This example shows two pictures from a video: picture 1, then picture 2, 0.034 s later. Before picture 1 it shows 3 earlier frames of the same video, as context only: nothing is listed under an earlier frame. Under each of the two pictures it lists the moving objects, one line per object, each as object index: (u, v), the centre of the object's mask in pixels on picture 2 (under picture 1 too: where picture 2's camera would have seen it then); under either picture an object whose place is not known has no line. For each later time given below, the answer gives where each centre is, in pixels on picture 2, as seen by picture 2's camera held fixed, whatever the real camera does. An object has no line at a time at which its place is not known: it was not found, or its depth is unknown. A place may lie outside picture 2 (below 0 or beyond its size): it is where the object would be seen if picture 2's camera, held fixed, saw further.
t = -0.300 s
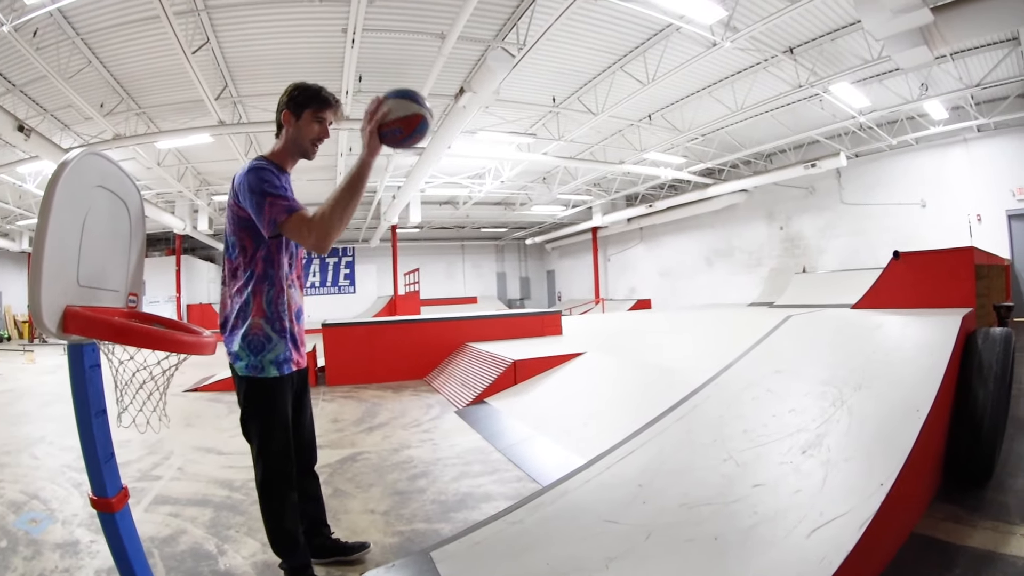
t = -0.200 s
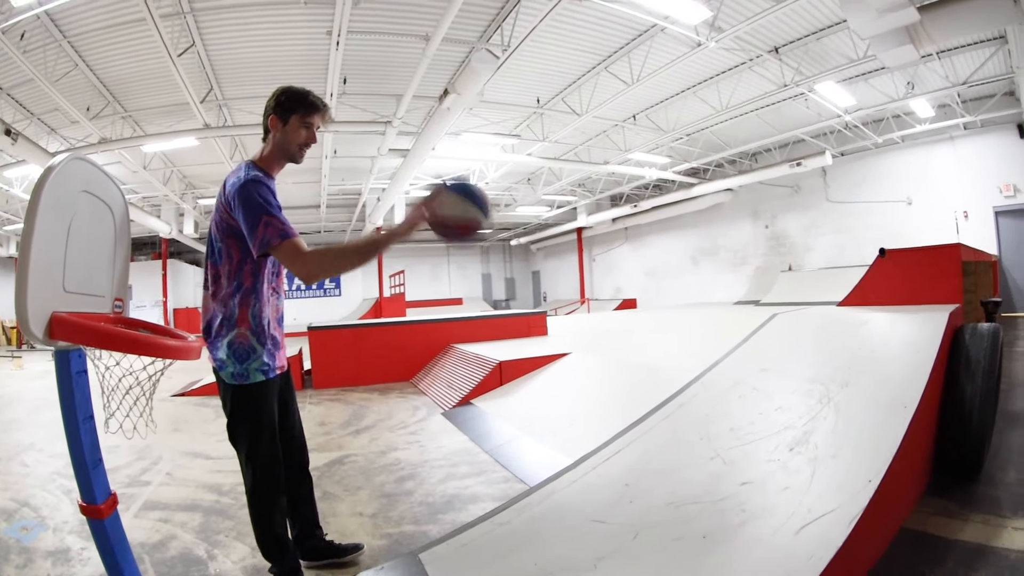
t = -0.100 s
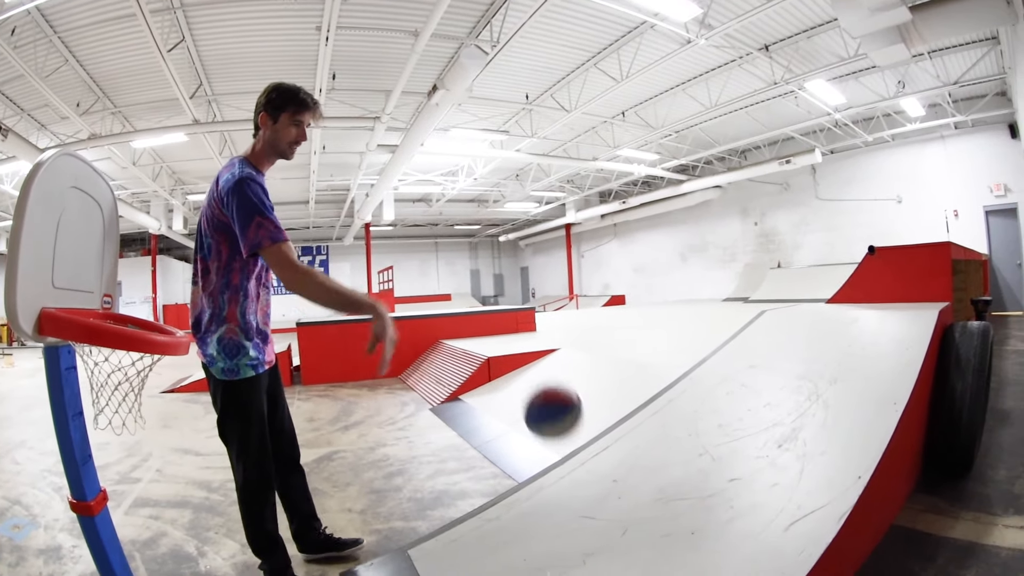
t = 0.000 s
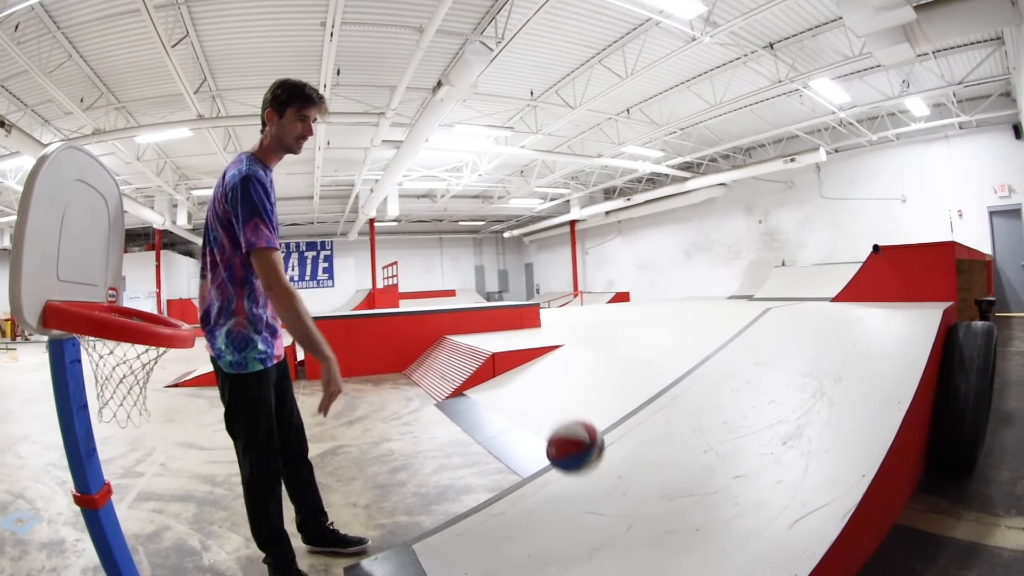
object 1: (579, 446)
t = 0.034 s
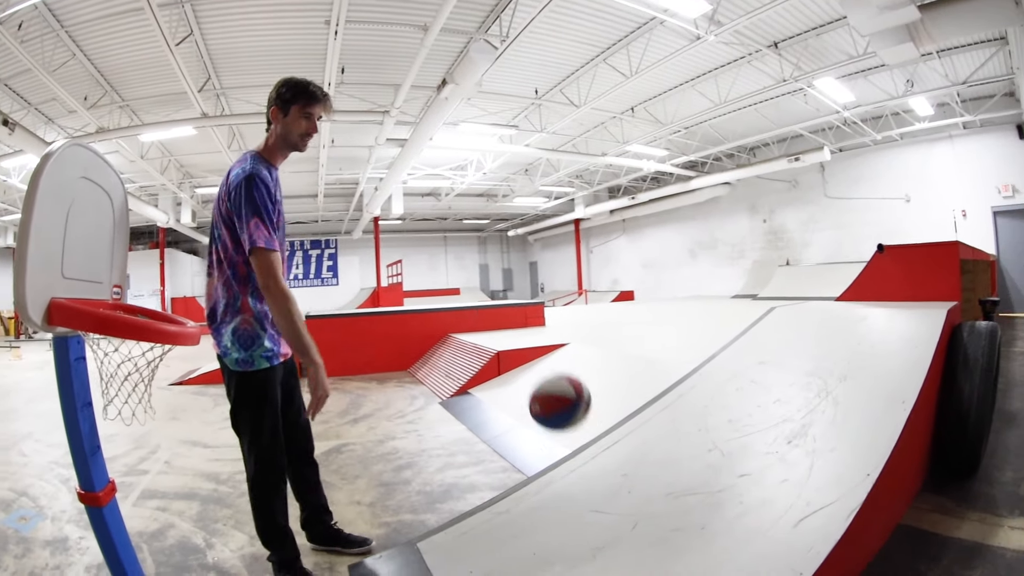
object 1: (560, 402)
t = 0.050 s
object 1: (549, 378)
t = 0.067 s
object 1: (541, 356)
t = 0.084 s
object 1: (530, 333)
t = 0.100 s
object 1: (521, 310)
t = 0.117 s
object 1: (509, 287)
